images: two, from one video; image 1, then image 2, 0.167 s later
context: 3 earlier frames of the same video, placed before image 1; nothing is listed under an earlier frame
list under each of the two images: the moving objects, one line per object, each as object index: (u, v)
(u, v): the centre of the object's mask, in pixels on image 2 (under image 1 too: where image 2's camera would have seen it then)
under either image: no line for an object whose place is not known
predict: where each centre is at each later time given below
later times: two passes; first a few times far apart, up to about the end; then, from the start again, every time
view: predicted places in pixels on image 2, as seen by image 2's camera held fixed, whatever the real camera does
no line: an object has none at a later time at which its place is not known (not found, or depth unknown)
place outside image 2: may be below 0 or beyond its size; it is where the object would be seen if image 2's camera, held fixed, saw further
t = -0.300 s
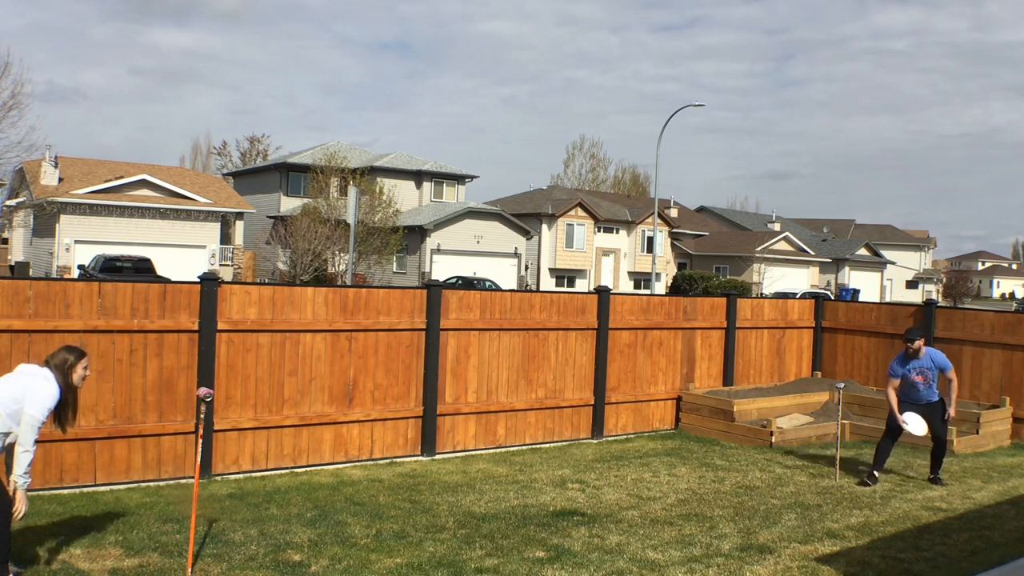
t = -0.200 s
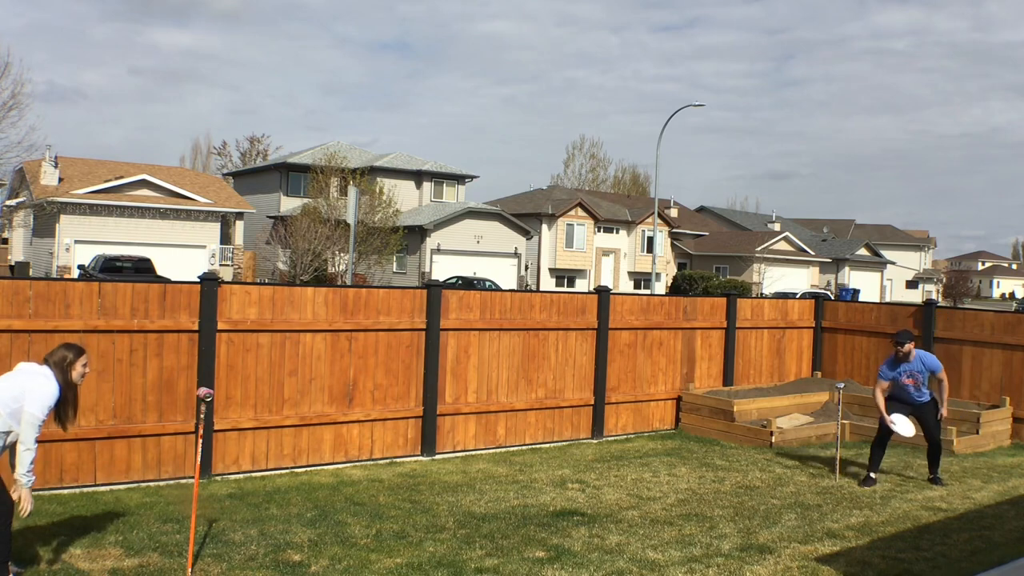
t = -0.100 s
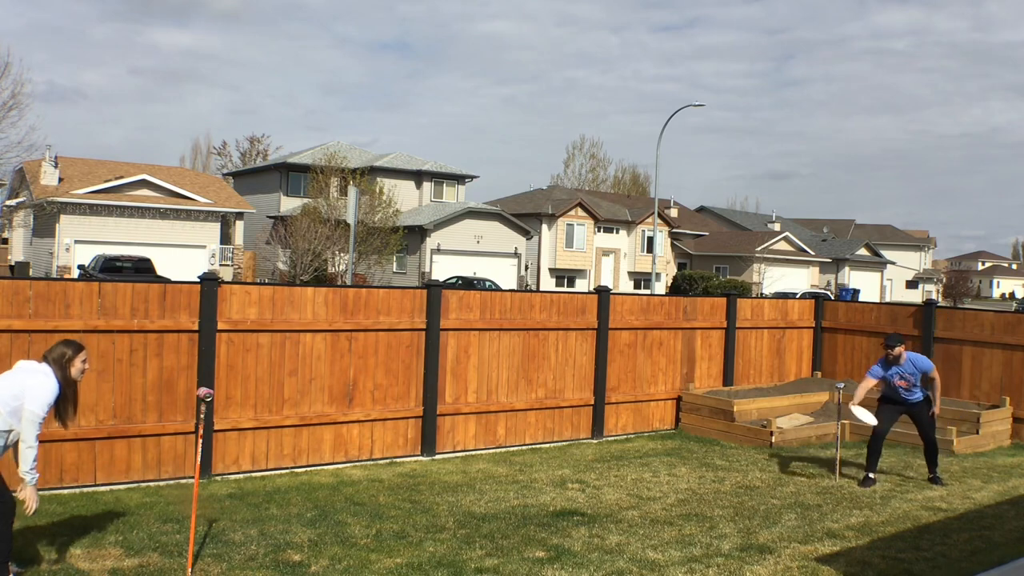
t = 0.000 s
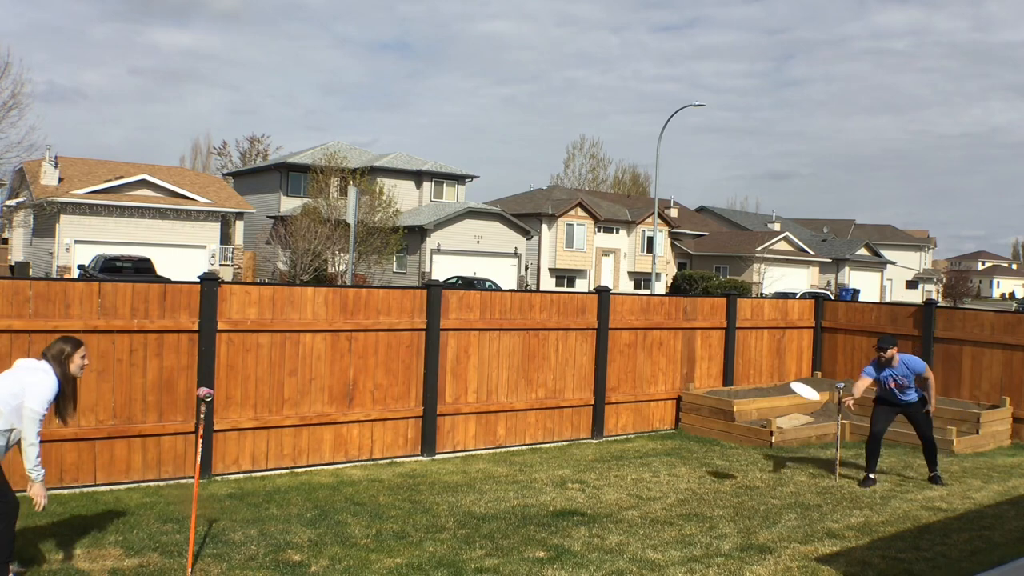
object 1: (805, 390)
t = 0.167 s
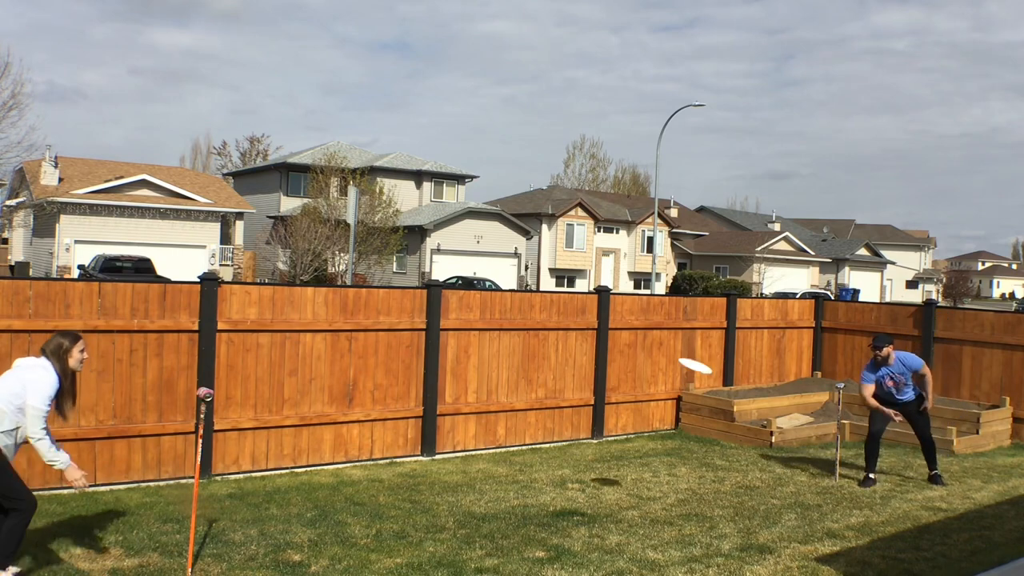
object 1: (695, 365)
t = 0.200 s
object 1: (671, 363)
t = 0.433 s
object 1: (480, 369)
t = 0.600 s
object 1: (313, 397)
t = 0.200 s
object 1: (671, 363)
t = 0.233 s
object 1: (646, 361)
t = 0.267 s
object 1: (621, 360)
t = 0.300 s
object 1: (595, 360)
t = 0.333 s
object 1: (567, 361)
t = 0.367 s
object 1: (538, 363)
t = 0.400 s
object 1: (510, 365)
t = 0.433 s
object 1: (480, 369)
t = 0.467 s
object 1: (448, 373)
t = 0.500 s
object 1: (416, 378)
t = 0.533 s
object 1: (383, 384)
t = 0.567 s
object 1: (349, 390)
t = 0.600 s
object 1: (313, 397)
